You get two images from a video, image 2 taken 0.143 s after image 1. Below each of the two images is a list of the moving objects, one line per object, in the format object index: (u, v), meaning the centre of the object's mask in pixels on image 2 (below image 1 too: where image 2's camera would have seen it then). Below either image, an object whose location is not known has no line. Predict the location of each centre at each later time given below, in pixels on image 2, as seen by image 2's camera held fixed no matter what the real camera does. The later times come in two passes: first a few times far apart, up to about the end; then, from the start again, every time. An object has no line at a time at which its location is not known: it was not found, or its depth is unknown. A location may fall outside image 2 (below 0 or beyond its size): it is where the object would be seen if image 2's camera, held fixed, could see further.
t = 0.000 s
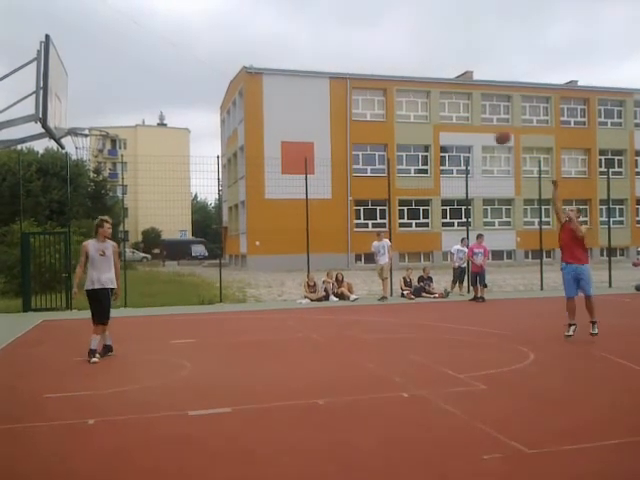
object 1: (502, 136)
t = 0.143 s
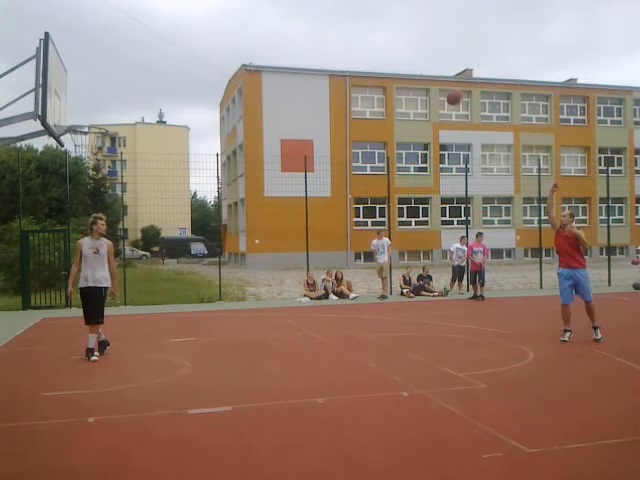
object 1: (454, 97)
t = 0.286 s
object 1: (405, 69)
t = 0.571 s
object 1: (302, 45)
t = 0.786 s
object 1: (220, 59)
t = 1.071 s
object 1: (109, 124)
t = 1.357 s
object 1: (109, 69)
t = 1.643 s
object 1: (110, 74)
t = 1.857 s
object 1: (112, 114)
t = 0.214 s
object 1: (429, 82)
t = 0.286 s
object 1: (405, 69)
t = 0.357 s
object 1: (380, 58)
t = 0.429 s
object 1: (354, 51)
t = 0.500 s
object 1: (328, 46)
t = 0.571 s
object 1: (302, 45)
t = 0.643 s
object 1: (275, 47)
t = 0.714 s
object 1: (248, 52)
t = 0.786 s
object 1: (220, 59)
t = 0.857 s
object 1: (192, 71)
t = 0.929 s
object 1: (163, 87)
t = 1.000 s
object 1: (133, 106)
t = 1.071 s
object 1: (109, 124)
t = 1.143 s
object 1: (109, 105)
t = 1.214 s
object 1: (109, 89)
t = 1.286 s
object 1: (109, 77)
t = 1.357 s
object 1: (109, 69)
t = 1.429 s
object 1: (109, 64)
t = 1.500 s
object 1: (109, 62)
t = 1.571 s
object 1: (109, 67)
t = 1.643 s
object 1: (110, 74)
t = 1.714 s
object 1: (111, 84)
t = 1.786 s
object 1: (112, 97)
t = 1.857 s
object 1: (112, 114)
